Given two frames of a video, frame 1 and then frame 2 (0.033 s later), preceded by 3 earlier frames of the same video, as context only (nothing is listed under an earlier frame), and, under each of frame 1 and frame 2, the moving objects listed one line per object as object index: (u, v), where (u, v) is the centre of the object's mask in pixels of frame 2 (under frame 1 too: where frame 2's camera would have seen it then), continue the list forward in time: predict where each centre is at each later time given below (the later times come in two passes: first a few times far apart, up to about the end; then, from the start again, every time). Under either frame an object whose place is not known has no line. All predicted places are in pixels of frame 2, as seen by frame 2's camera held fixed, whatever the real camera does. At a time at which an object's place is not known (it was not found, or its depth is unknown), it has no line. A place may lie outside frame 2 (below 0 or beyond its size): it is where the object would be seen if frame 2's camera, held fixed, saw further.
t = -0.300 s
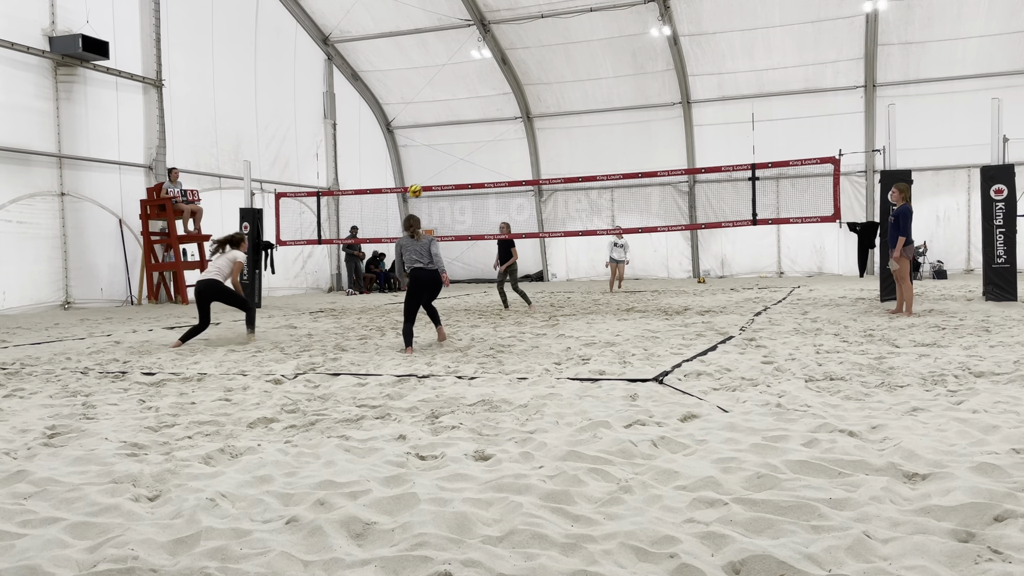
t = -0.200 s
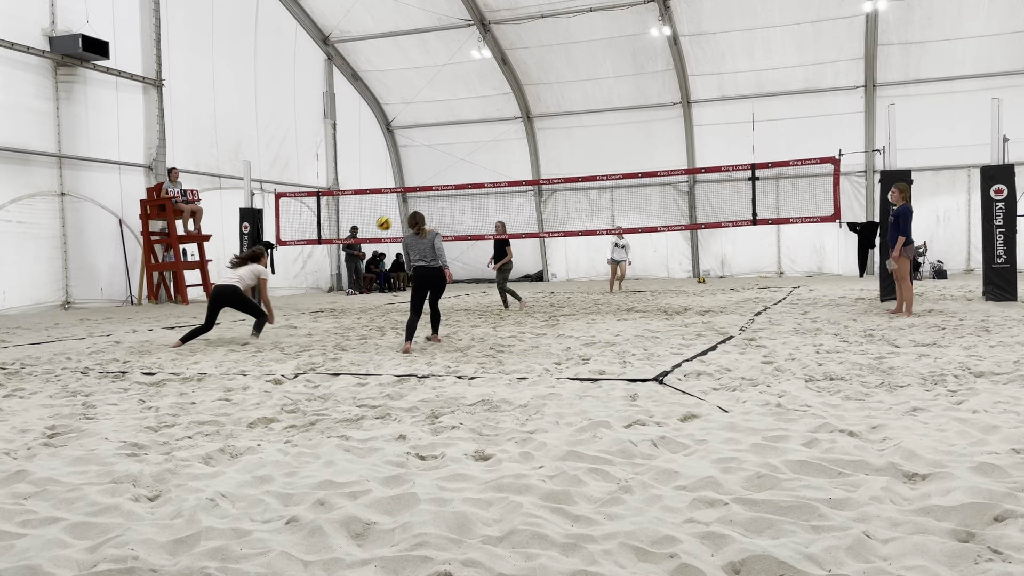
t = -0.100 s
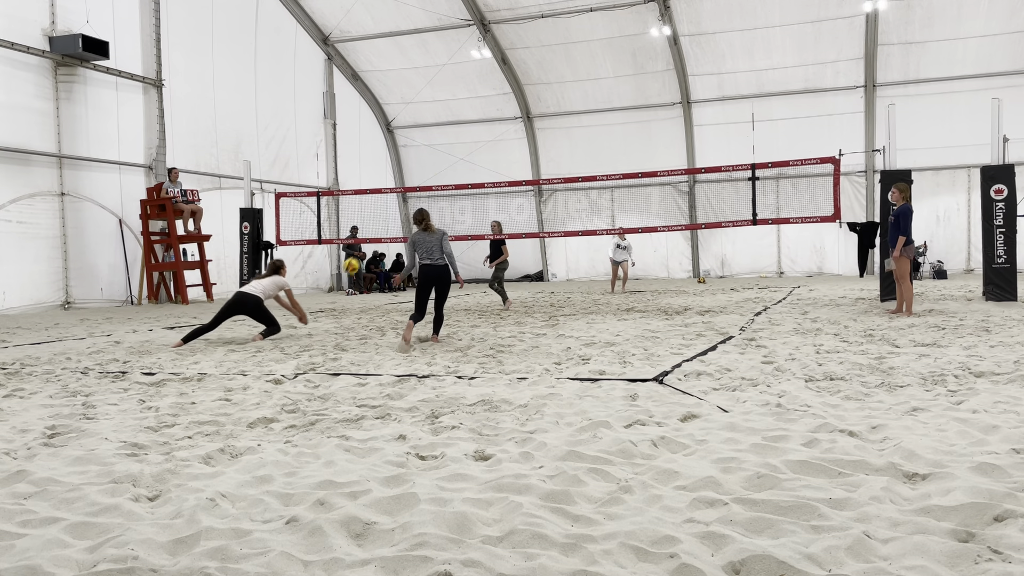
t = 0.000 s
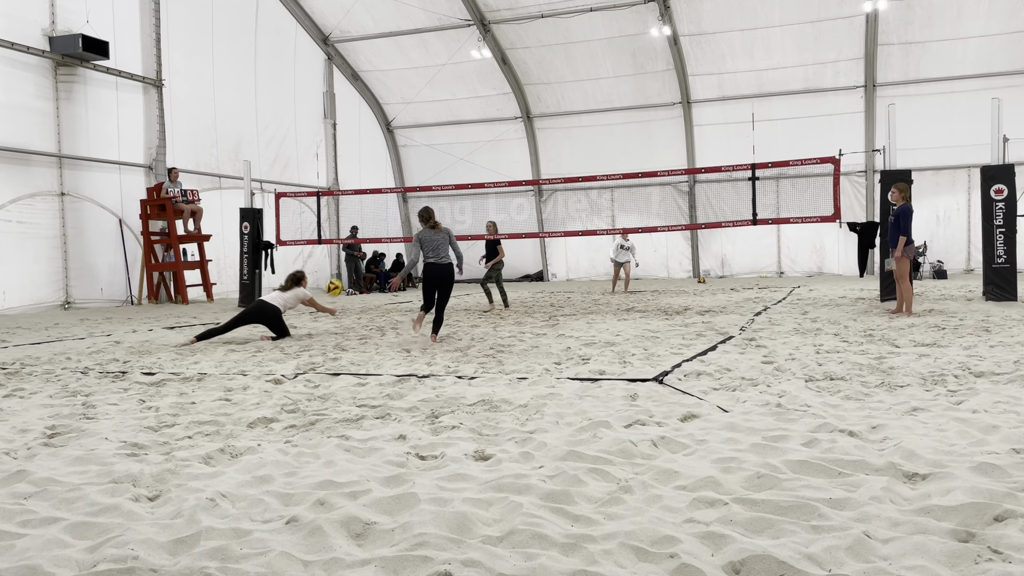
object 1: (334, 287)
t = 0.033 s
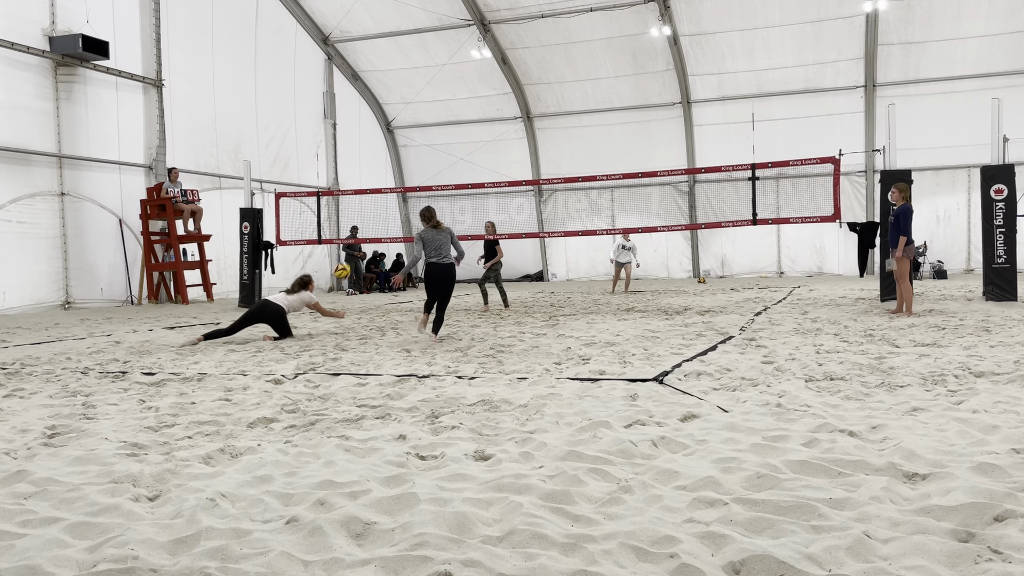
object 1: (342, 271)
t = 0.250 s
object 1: (393, 185)
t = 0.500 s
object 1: (452, 129)
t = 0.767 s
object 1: (518, 126)
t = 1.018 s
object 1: (583, 178)
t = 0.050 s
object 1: (346, 263)
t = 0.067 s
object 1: (350, 256)
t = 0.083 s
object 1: (353, 248)
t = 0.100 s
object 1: (357, 242)
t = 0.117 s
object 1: (361, 234)
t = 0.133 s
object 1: (366, 227)
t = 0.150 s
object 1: (369, 221)
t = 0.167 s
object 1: (373, 214)
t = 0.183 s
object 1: (377, 208)
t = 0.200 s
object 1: (381, 201)
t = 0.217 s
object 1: (385, 196)
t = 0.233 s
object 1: (388, 190)
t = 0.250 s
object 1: (393, 185)
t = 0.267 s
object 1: (397, 180)
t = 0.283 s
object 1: (400, 175)
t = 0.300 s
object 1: (404, 170)
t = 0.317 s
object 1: (408, 166)
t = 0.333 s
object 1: (412, 161)
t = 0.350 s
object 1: (416, 157)
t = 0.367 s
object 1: (420, 153)
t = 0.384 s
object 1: (424, 150)
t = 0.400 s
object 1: (428, 146)
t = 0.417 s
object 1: (432, 143)
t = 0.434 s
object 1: (436, 140)
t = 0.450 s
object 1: (440, 137)
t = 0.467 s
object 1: (444, 134)
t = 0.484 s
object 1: (448, 132)
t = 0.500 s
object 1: (452, 129)
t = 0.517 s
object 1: (456, 128)
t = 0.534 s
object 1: (460, 126)
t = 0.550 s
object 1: (464, 125)
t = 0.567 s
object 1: (468, 123)
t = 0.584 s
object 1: (472, 122)
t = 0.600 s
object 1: (476, 121)
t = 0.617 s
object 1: (480, 121)
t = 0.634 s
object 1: (484, 120)
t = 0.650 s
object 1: (488, 120)
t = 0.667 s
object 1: (493, 121)
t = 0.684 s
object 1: (497, 121)
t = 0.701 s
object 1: (501, 121)
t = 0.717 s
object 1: (505, 122)
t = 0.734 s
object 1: (509, 123)
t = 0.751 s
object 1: (514, 124)
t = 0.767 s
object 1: (518, 126)
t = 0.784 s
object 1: (522, 127)
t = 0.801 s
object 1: (526, 129)
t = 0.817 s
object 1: (531, 132)
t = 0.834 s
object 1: (535, 134)
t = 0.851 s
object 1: (539, 137)
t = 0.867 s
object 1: (543, 140)
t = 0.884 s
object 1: (548, 143)
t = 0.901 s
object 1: (552, 147)
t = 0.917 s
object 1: (556, 150)
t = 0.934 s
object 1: (561, 154)
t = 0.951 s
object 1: (565, 159)
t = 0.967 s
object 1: (569, 163)
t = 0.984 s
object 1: (574, 167)
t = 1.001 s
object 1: (578, 173)
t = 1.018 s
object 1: (583, 178)
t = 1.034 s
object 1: (587, 183)
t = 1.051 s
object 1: (591, 188)
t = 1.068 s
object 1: (596, 195)
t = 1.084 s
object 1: (600, 201)
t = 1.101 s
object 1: (605, 208)
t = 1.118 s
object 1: (610, 214)
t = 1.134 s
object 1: (614, 221)
